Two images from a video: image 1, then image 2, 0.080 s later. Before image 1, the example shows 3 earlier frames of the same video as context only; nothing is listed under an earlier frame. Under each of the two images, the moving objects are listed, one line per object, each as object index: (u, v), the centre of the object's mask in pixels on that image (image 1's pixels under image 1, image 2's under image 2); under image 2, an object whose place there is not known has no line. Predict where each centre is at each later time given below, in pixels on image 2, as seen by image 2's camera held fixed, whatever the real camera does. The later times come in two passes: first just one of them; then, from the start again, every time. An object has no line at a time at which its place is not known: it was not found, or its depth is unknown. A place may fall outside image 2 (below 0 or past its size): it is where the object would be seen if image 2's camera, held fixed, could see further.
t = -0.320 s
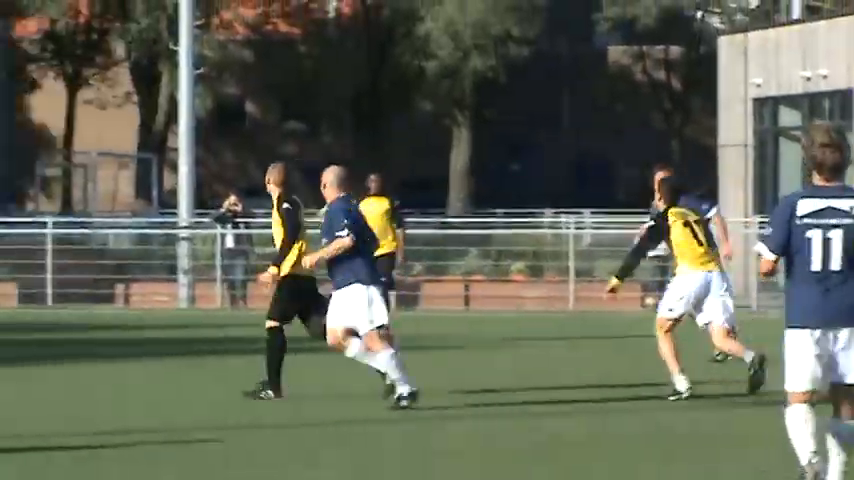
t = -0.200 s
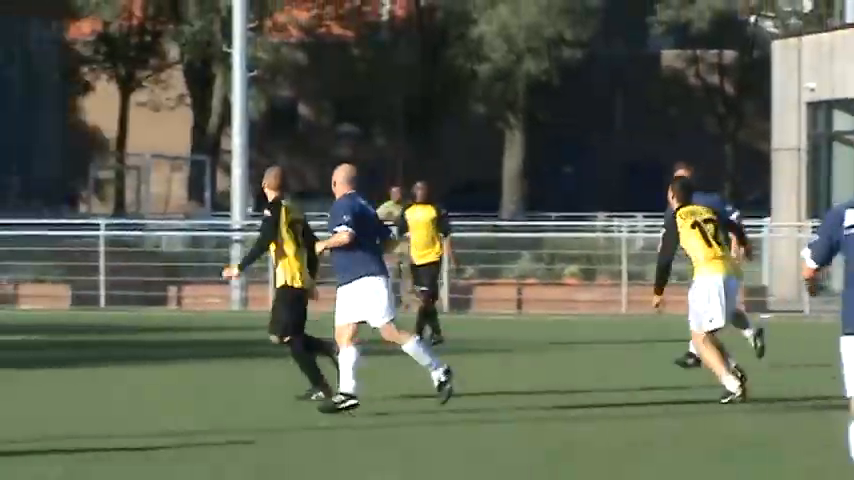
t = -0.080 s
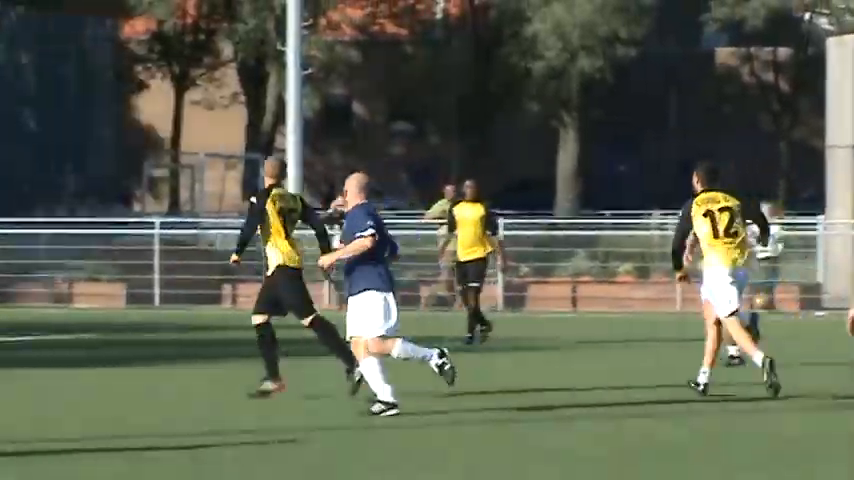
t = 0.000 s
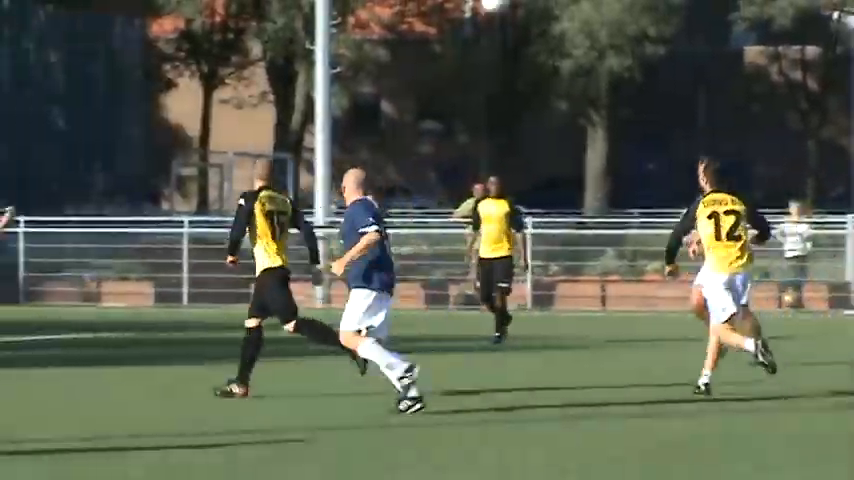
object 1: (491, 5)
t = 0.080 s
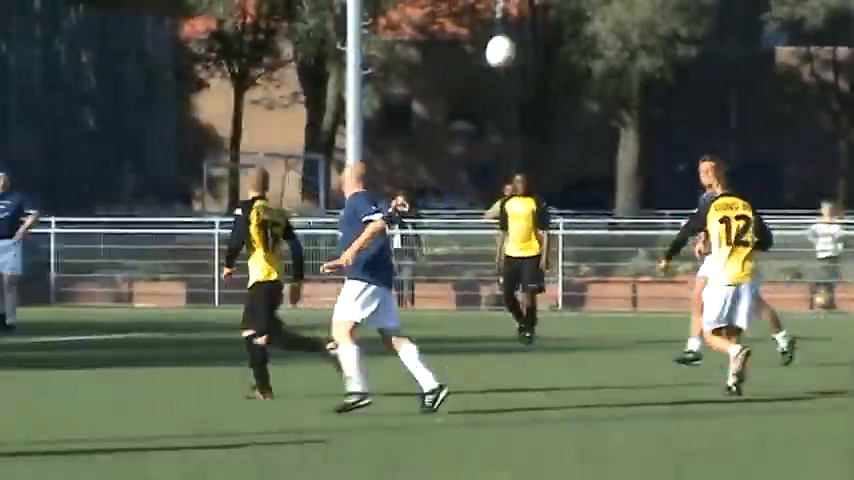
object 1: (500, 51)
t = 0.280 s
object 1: (435, 211)
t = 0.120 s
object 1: (486, 80)
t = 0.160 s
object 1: (473, 111)
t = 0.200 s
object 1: (461, 143)
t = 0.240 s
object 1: (448, 177)
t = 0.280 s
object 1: (435, 211)
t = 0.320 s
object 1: (420, 248)
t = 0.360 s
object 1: (407, 285)
